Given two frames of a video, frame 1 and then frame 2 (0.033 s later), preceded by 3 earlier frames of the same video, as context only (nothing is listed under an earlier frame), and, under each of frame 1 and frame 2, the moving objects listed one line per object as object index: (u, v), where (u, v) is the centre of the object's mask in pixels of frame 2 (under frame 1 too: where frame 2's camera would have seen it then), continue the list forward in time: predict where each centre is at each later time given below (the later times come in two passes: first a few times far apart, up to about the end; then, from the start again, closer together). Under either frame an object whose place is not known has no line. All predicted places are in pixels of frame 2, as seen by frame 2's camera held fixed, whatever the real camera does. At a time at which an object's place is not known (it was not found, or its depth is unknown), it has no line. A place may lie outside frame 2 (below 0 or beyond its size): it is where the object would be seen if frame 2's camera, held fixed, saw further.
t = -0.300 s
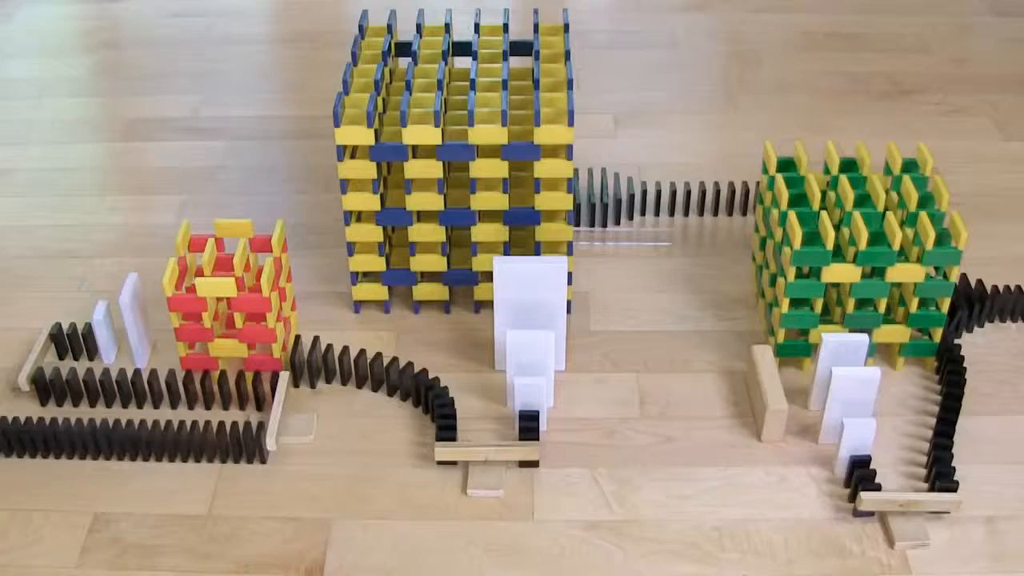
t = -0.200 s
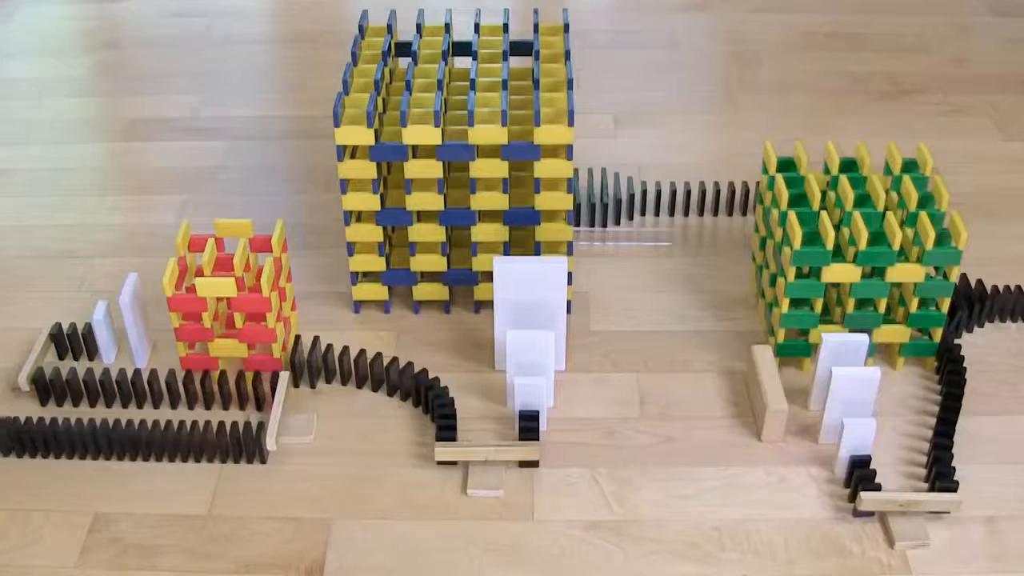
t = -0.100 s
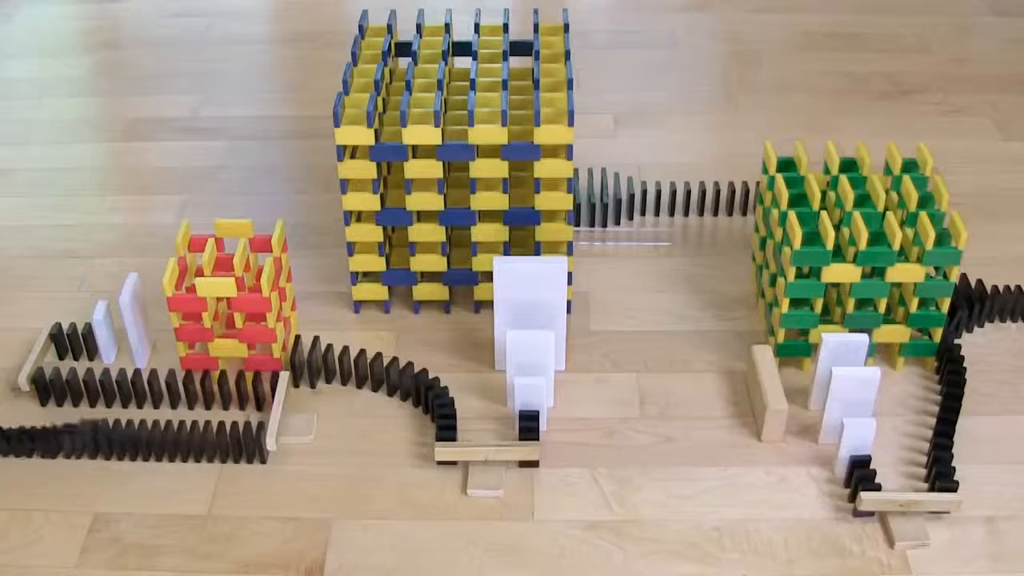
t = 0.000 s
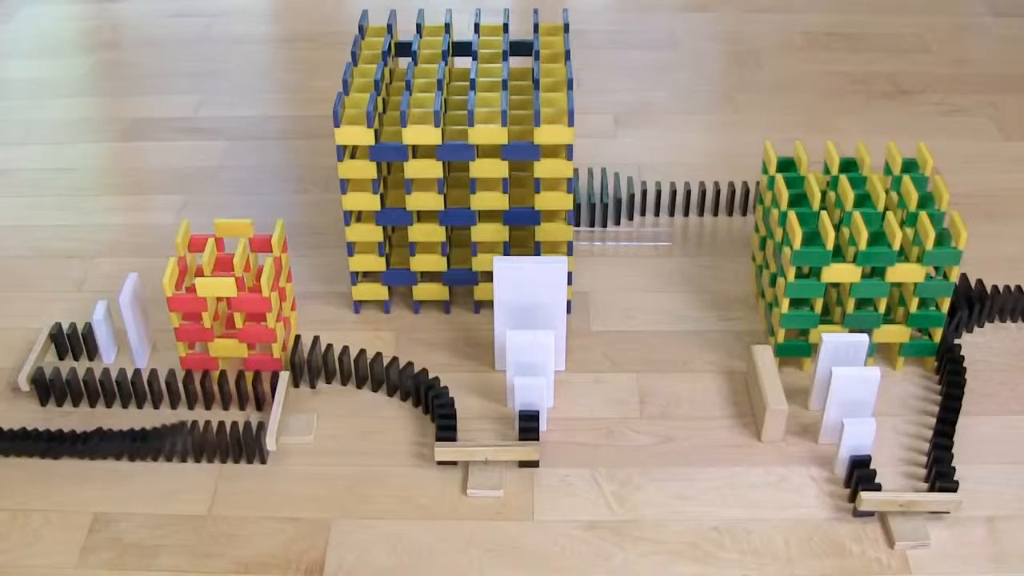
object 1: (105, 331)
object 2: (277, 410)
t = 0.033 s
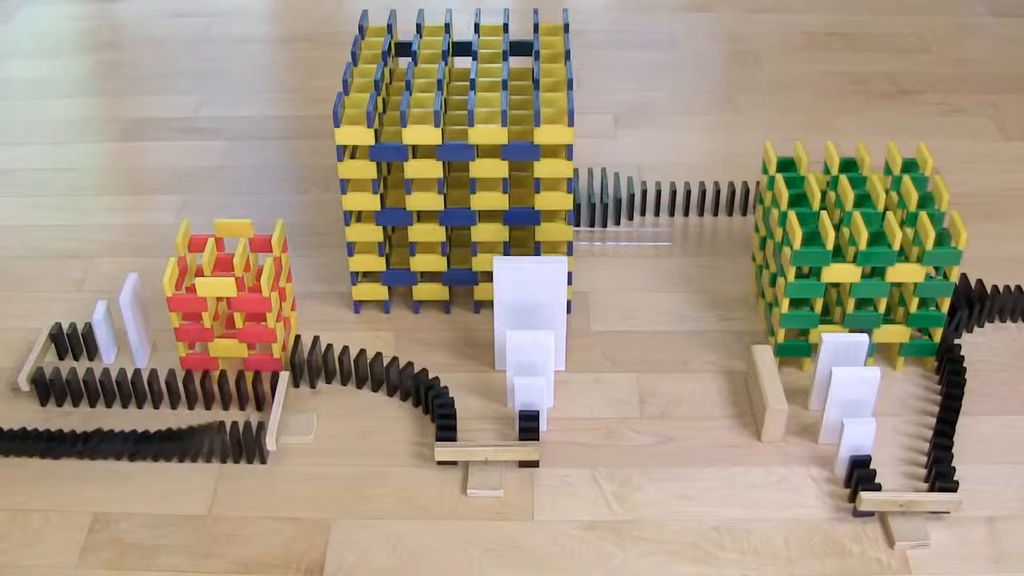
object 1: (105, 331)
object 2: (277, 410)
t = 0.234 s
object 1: (105, 332)
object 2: (296, 407)
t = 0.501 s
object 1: (105, 331)
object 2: (291, 409)
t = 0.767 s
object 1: (117, 341)
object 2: (291, 409)
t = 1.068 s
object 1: (135, 338)
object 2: (291, 410)
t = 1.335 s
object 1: (133, 343)
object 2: (291, 410)
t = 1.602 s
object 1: (120, 341)
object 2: (290, 410)
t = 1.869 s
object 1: (120, 341)
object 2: (291, 410)
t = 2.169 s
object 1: (120, 341)
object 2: (292, 409)
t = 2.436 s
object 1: (120, 341)
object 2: (292, 409)
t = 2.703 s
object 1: (120, 341)
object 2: (292, 409)
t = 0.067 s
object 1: (105, 331)
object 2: (277, 410)
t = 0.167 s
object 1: (105, 332)
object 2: (289, 410)
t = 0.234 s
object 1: (105, 332)
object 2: (296, 407)
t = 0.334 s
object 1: (105, 332)
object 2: (294, 410)
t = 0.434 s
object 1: (105, 332)
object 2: (290, 408)
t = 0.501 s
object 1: (105, 331)
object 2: (291, 409)
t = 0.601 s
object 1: (105, 331)
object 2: (291, 409)
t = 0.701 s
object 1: (111, 337)
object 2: (291, 409)
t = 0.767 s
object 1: (117, 341)
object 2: (291, 409)
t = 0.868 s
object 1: (123, 342)
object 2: (290, 409)
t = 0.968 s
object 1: (132, 343)
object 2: (290, 409)
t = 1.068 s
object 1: (135, 338)
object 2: (291, 410)
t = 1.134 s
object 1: (134, 338)
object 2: (290, 409)
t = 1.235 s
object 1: (135, 340)
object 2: (290, 410)
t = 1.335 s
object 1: (133, 343)
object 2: (291, 410)
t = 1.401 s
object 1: (128, 341)
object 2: (291, 410)
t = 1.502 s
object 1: (120, 340)
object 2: (290, 410)
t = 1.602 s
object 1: (120, 341)
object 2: (290, 410)
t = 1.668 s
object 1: (120, 341)
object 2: (290, 410)
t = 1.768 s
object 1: (120, 341)
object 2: (290, 410)
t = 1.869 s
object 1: (120, 341)
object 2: (291, 410)
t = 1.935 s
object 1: (120, 341)
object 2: (291, 410)
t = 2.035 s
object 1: (120, 341)
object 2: (292, 410)
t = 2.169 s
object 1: (120, 341)
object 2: (292, 409)
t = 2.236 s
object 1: (120, 341)
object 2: (292, 409)
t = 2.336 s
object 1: (120, 341)
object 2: (292, 409)
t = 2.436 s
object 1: (120, 341)
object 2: (292, 409)
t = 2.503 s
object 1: (120, 341)
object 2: (292, 409)
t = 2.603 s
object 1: (120, 341)
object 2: (292, 409)
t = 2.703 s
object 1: (120, 341)
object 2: (292, 409)
